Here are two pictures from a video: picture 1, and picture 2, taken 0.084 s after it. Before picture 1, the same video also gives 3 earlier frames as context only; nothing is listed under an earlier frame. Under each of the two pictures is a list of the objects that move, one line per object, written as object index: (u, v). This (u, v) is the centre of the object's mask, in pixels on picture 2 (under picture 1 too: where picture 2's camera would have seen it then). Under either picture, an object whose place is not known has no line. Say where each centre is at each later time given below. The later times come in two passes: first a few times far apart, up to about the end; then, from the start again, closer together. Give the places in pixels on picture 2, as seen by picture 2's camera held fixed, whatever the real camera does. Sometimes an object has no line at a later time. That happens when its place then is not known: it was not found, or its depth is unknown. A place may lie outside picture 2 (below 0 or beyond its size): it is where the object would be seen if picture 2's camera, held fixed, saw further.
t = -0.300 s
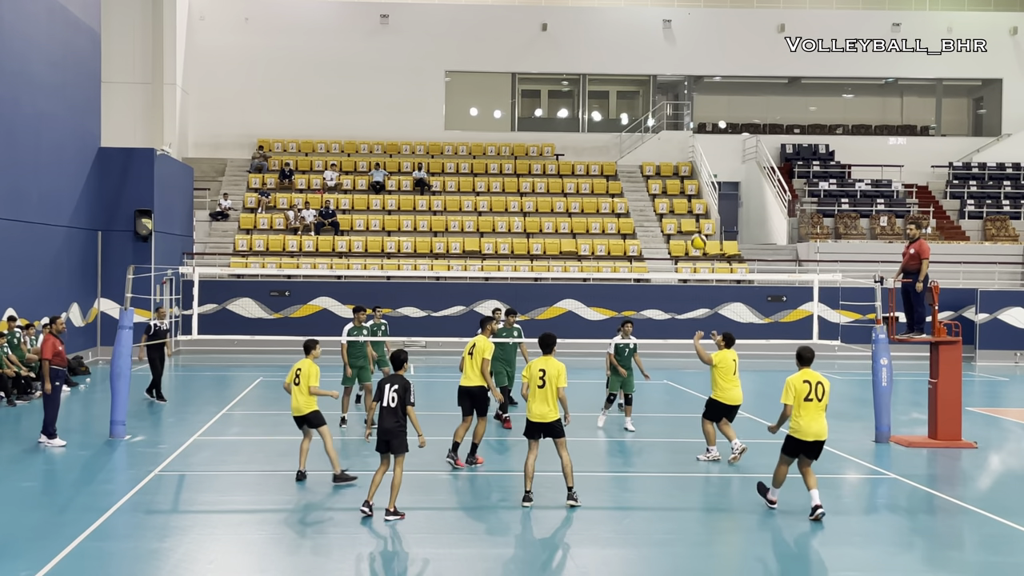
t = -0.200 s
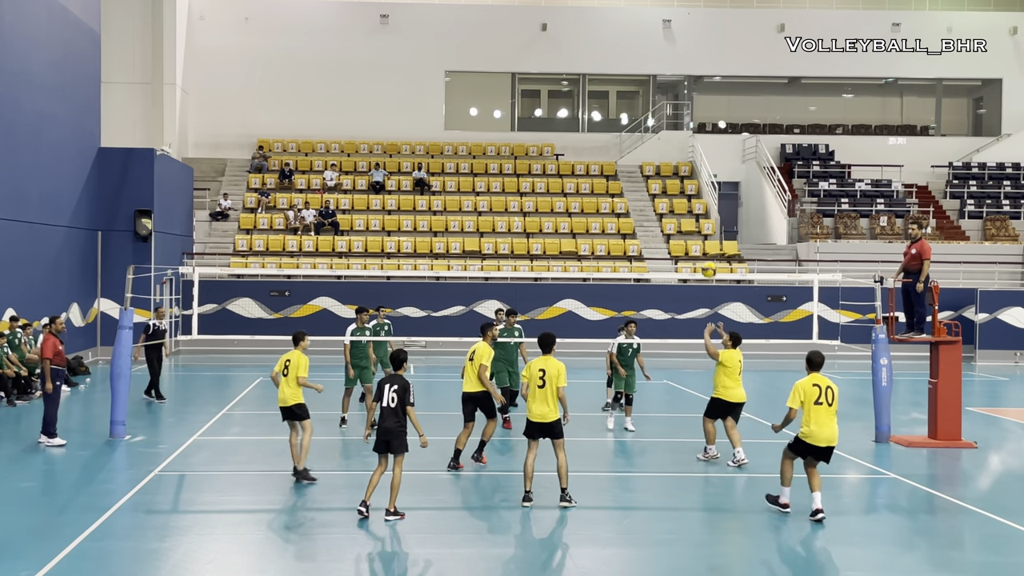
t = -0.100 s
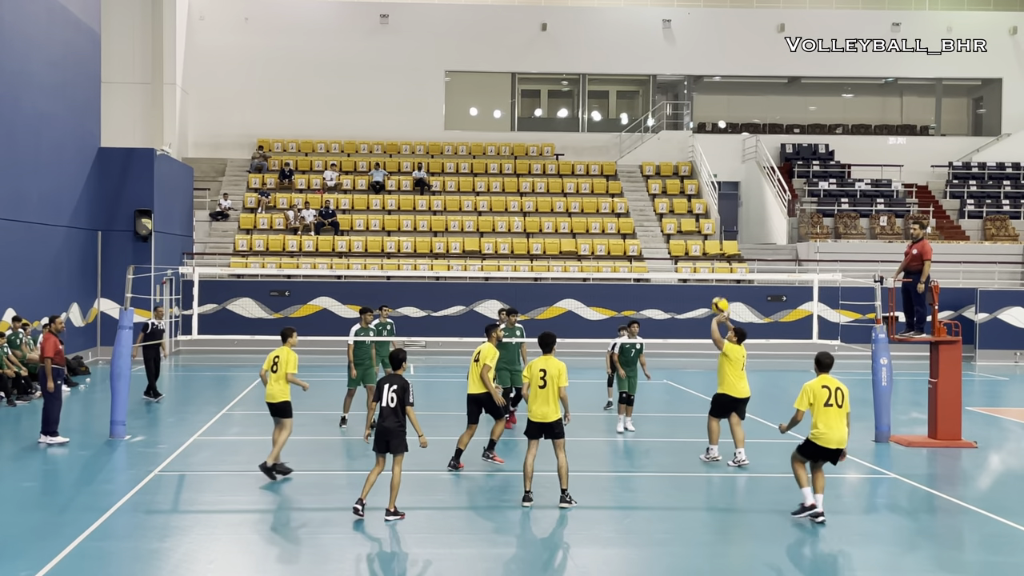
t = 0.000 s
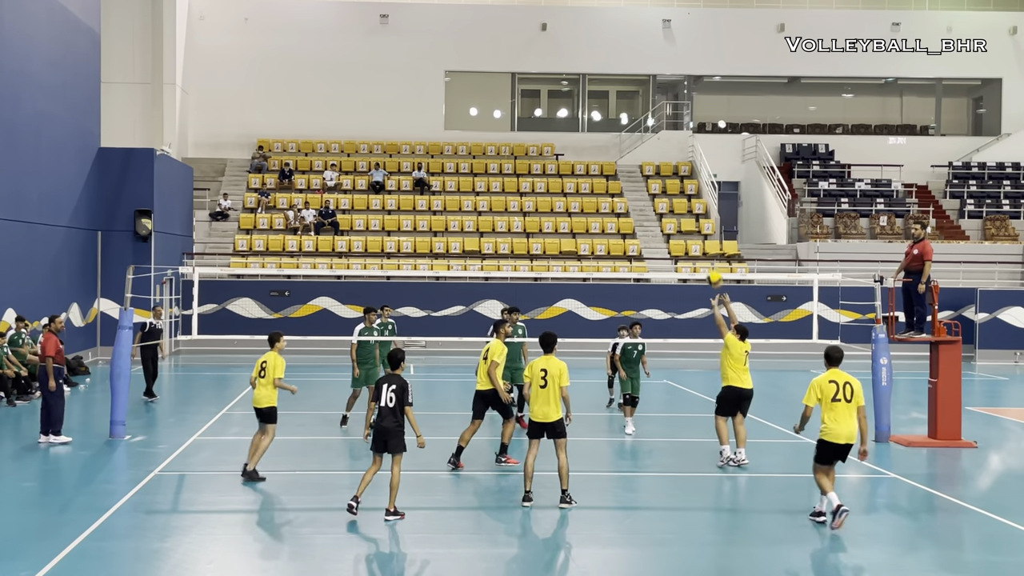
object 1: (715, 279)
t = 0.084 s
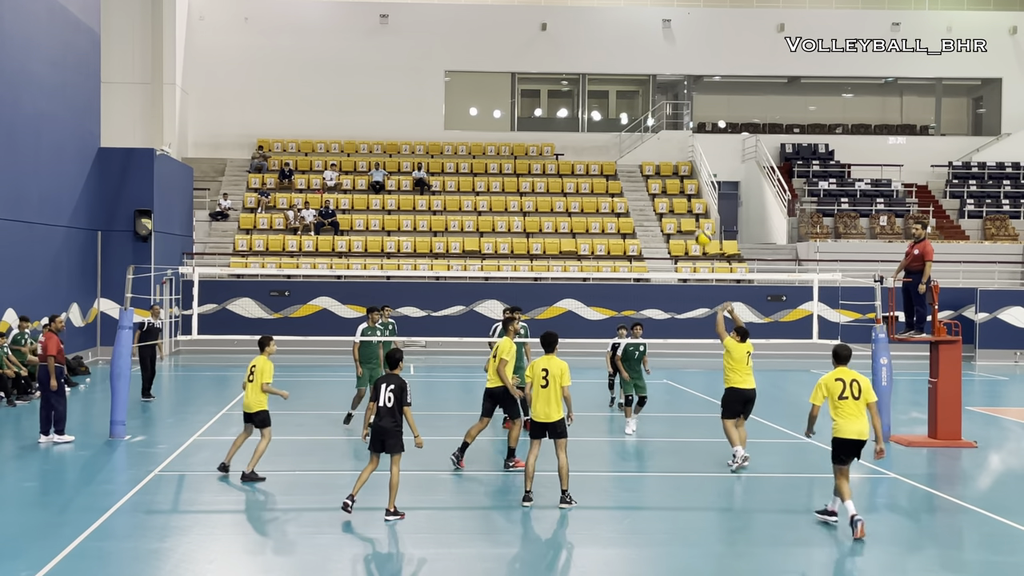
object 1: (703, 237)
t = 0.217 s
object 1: (684, 183)
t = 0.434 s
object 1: (657, 127)
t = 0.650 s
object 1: (630, 105)
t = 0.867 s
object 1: (604, 120)
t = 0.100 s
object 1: (702, 230)
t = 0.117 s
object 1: (698, 222)
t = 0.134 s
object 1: (696, 215)
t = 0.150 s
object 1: (695, 209)
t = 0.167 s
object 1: (692, 202)
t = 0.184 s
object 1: (690, 195)
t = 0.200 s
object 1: (688, 189)
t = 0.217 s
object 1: (684, 183)
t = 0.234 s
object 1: (683, 177)
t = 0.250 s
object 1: (681, 172)
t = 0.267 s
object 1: (678, 167)
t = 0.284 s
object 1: (676, 162)
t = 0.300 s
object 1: (674, 157)
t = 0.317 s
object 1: (672, 153)
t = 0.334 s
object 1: (670, 149)
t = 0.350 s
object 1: (668, 145)
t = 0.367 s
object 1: (665, 141)
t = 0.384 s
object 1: (663, 137)
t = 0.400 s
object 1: (661, 133)
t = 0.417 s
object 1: (659, 130)
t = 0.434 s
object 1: (657, 127)
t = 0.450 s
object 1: (655, 124)
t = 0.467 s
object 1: (653, 121)
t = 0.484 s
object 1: (651, 119)
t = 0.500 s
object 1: (648, 116)
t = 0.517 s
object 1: (647, 114)
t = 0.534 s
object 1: (645, 112)
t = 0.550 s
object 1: (642, 111)
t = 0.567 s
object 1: (641, 109)
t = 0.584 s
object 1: (639, 108)
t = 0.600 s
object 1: (637, 107)
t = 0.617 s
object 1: (634, 107)
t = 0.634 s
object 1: (632, 106)
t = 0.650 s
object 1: (630, 105)
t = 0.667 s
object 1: (628, 105)
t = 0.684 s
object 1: (626, 105)
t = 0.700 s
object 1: (624, 106)
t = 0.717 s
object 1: (622, 106)
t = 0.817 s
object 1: (610, 113)
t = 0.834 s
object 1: (608, 115)
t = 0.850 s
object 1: (606, 118)
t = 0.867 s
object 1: (604, 120)
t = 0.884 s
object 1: (601, 123)
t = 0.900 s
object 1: (599, 126)
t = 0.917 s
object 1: (597, 128)
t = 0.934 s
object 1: (595, 132)
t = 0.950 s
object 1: (593, 135)
